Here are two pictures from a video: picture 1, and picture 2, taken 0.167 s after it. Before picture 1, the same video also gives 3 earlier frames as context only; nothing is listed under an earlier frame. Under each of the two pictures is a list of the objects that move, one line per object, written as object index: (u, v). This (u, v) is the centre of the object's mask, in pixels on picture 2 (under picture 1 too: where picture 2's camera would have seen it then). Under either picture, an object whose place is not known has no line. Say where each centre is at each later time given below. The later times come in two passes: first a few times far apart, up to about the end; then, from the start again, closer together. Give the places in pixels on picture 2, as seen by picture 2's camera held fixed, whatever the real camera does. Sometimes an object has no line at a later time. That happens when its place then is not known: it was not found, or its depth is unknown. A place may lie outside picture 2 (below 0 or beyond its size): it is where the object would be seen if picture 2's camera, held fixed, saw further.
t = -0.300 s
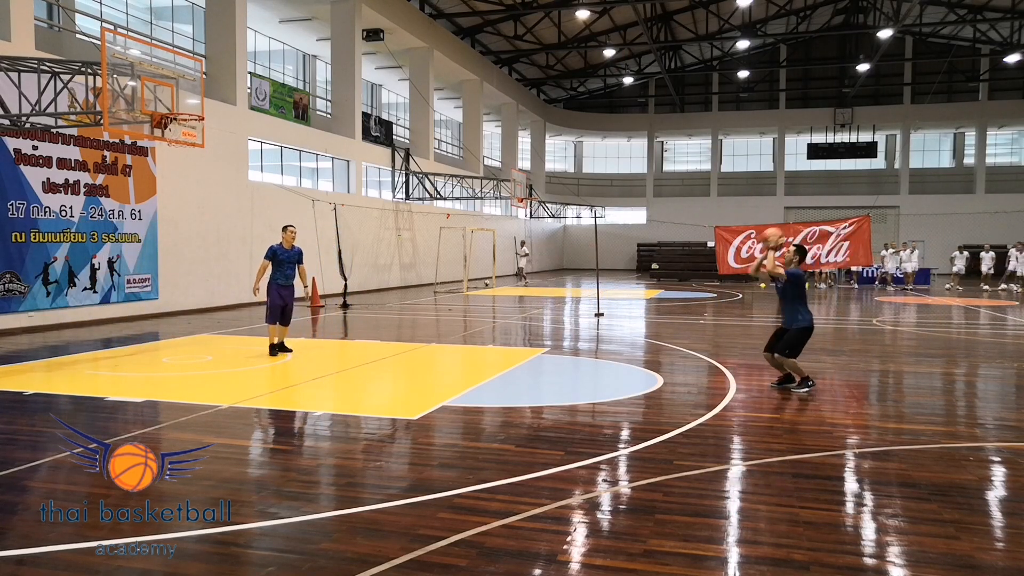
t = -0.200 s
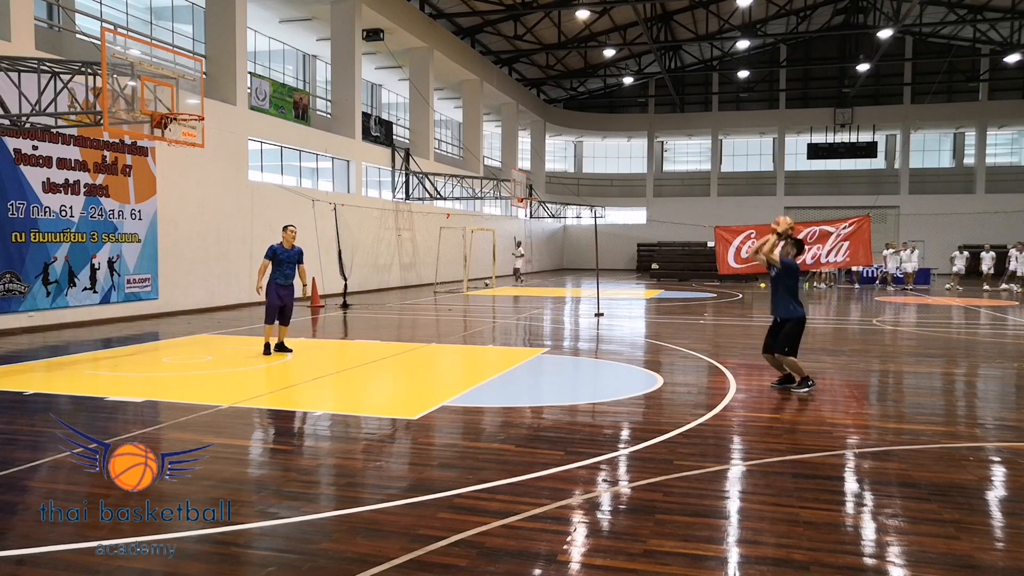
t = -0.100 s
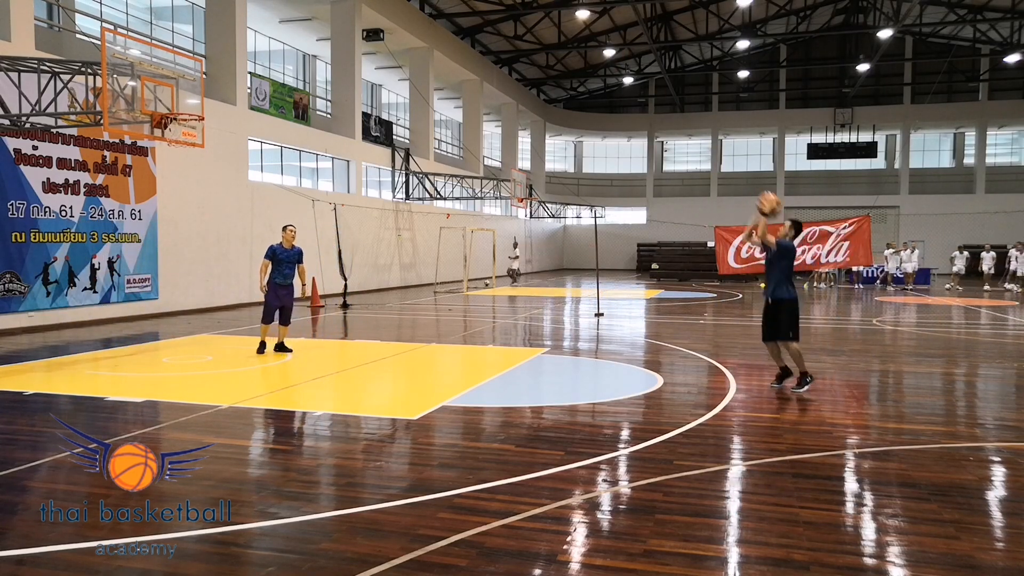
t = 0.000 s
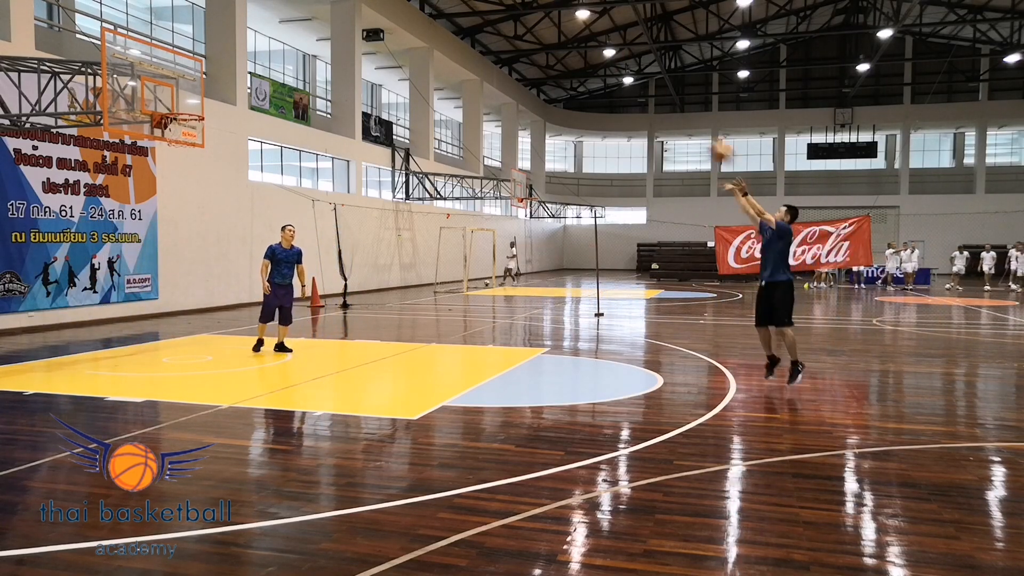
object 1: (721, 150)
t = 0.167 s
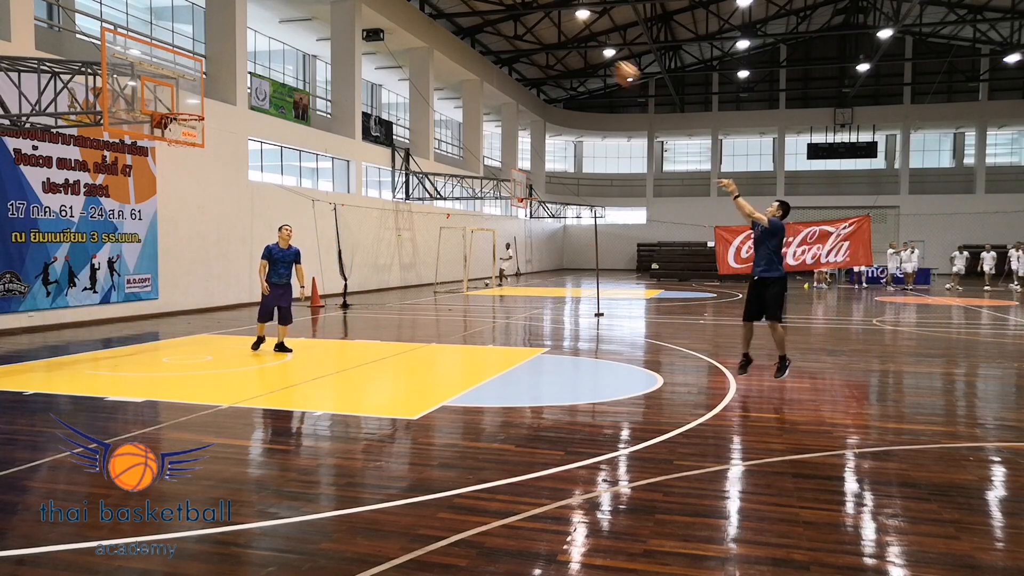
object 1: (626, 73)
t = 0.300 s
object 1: (554, 33)
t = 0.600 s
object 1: (404, 6)
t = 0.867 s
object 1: (285, 38)
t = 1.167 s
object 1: (174, 127)
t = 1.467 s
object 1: (173, 145)
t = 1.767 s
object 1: (192, 229)
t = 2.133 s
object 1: (220, 314)
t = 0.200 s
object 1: (607, 62)
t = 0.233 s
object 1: (590, 52)
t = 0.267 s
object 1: (571, 41)
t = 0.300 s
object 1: (554, 33)
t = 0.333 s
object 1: (536, 25)
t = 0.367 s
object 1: (519, 20)
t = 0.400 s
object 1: (501, 13)
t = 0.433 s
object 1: (485, 9)
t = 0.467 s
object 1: (468, 8)
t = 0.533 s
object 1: (434, 3)
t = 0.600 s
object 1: (404, 6)
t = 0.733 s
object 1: (343, 13)
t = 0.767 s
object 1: (328, 18)
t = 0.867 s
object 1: (285, 38)
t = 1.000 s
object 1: (231, 76)
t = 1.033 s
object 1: (219, 87)
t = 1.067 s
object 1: (207, 99)
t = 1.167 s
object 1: (174, 127)
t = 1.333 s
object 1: (164, 132)
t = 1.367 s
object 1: (167, 134)
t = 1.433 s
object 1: (171, 140)
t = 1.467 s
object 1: (173, 145)
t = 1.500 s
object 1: (175, 150)
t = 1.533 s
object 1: (177, 156)
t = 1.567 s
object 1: (179, 163)
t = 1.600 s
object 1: (181, 172)
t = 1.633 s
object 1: (183, 181)
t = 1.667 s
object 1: (186, 191)
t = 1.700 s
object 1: (187, 203)
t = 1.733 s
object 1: (190, 215)
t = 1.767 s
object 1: (192, 229)
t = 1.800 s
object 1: (194, 243)
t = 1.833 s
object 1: (196, 260)
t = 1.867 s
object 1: (198, 276)
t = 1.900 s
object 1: (201, 292)
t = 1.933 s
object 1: (203, 312)
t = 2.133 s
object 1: (220, 314)
